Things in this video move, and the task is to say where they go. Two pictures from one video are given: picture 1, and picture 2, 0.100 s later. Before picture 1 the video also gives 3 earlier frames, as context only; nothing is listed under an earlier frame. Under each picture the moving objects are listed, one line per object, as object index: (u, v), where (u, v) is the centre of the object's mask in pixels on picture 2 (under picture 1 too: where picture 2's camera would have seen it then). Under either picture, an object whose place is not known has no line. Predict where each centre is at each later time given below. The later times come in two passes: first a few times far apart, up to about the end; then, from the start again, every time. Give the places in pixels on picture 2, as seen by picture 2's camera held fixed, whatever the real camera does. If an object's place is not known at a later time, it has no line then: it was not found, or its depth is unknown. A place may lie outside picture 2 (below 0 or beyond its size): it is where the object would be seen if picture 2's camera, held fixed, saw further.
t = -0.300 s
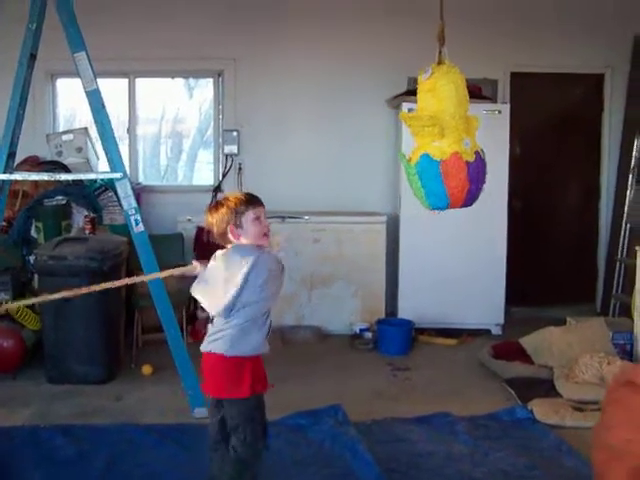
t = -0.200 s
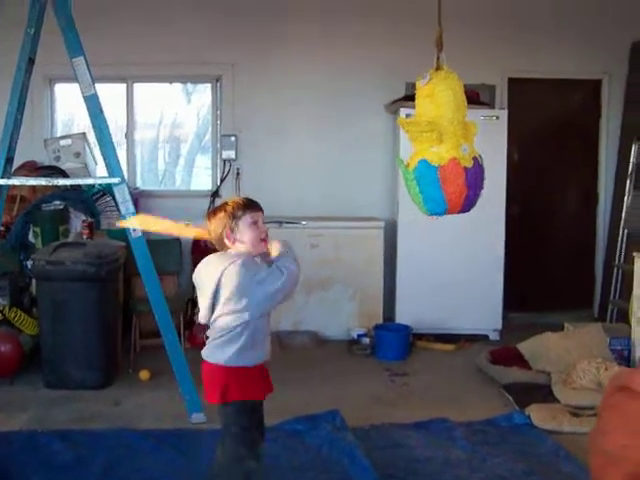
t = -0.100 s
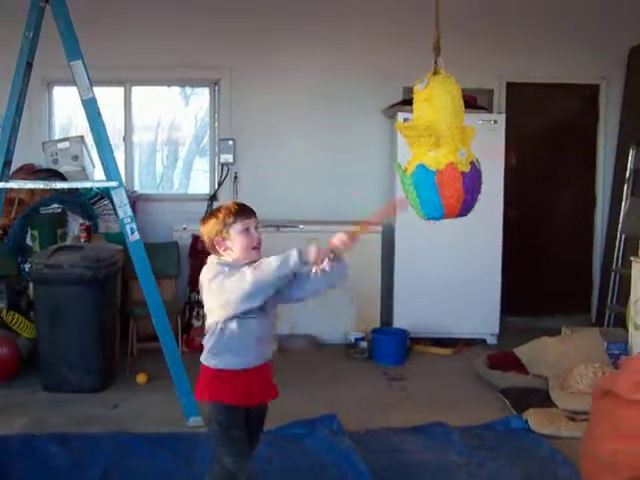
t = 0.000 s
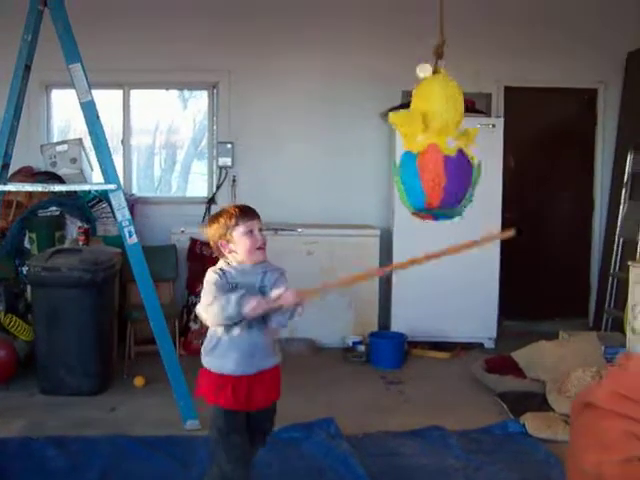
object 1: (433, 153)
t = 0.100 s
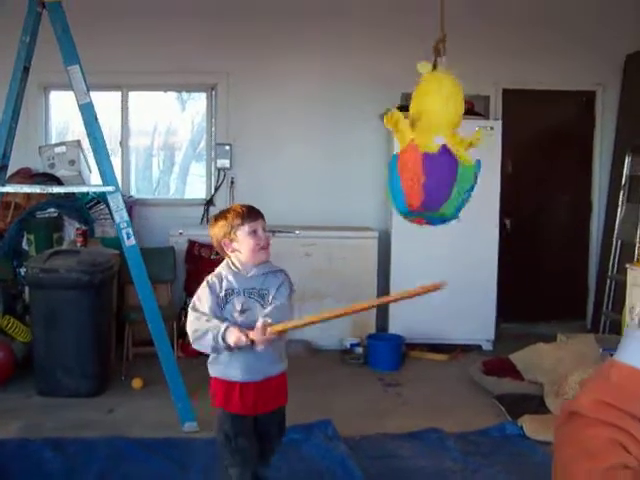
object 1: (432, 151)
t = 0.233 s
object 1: (418, 143)
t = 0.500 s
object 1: (412, 119)
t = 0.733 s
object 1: (388, 114)
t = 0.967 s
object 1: (393, 136)
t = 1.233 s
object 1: (402, 159)
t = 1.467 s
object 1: (410, 156)
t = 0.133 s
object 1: (431, 155)
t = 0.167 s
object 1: (429, 157)
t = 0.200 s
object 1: (423, 151)
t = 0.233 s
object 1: (418, 143)
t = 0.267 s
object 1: (416, 134)
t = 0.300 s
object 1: (413, 129)
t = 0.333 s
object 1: (411, 126)
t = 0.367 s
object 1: (411, 127)
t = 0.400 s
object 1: (411, 129)
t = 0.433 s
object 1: (413, 127)
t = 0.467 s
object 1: (413, 122)
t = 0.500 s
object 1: (412, 119)
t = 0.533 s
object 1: (410, 117)
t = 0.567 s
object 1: (407, 116)
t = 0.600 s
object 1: (402, 115)
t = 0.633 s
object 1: (396, 114)
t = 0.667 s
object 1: (391, 114)
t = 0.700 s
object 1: (389, 112)
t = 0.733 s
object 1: (388, 114)
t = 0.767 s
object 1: (388, 118)
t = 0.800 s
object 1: (389, 121)
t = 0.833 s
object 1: (391, 124)
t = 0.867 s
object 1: (393, 126)
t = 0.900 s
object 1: (394, 129)
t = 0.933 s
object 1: (394, 131)
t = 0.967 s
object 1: (393, 136)
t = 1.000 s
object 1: (390, 140)
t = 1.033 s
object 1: (388, 144)
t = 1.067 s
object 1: (389, 148)
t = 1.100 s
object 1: (390, 152)
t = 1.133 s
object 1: (393, 155)
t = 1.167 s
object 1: (396, 158)
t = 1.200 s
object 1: (400, 159)
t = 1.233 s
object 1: (402, 159)
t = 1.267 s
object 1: (403, 160)
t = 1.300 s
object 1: (404, 161)
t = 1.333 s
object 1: (404, 161)
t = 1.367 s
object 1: (404, 160)
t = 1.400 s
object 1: (405, 159)
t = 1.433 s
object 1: (408, 157)
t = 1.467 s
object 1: (410, 156)
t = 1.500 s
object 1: (413, 155)
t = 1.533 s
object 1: (416, 153)
